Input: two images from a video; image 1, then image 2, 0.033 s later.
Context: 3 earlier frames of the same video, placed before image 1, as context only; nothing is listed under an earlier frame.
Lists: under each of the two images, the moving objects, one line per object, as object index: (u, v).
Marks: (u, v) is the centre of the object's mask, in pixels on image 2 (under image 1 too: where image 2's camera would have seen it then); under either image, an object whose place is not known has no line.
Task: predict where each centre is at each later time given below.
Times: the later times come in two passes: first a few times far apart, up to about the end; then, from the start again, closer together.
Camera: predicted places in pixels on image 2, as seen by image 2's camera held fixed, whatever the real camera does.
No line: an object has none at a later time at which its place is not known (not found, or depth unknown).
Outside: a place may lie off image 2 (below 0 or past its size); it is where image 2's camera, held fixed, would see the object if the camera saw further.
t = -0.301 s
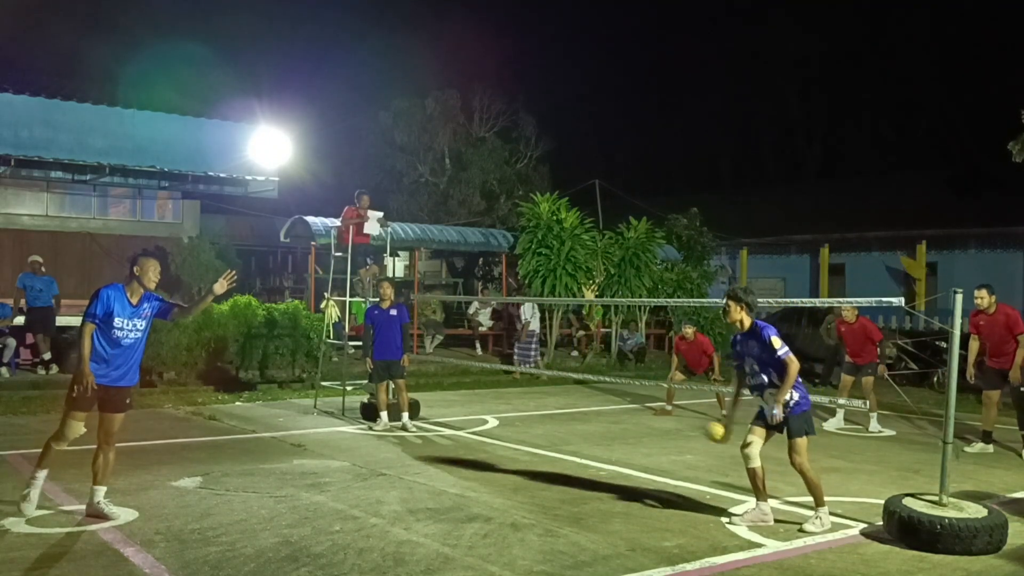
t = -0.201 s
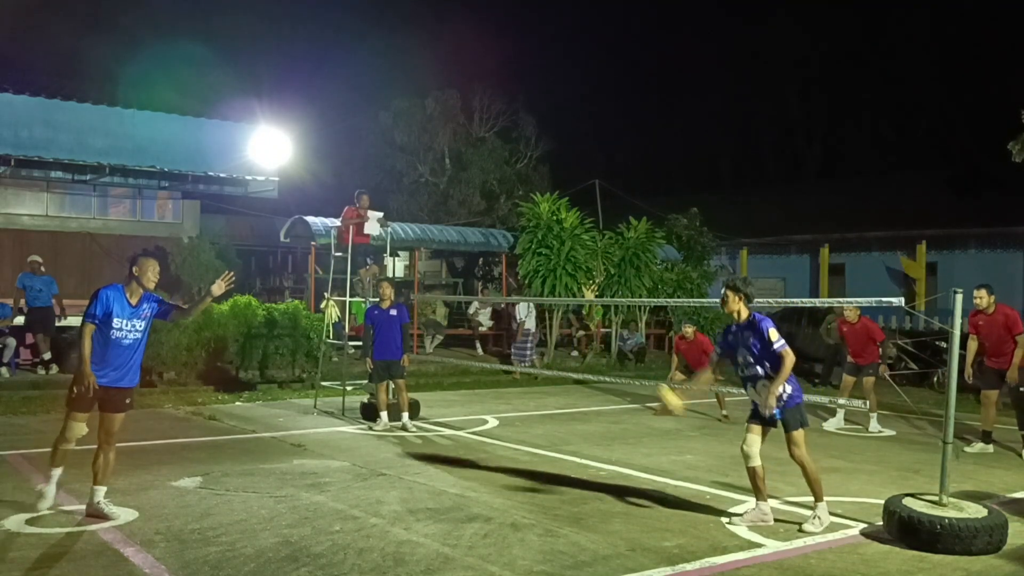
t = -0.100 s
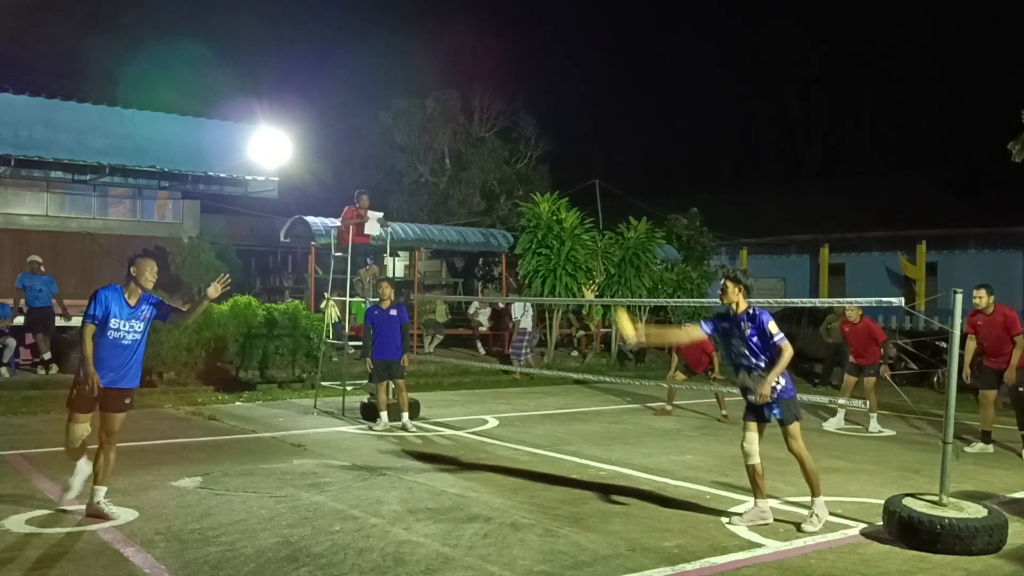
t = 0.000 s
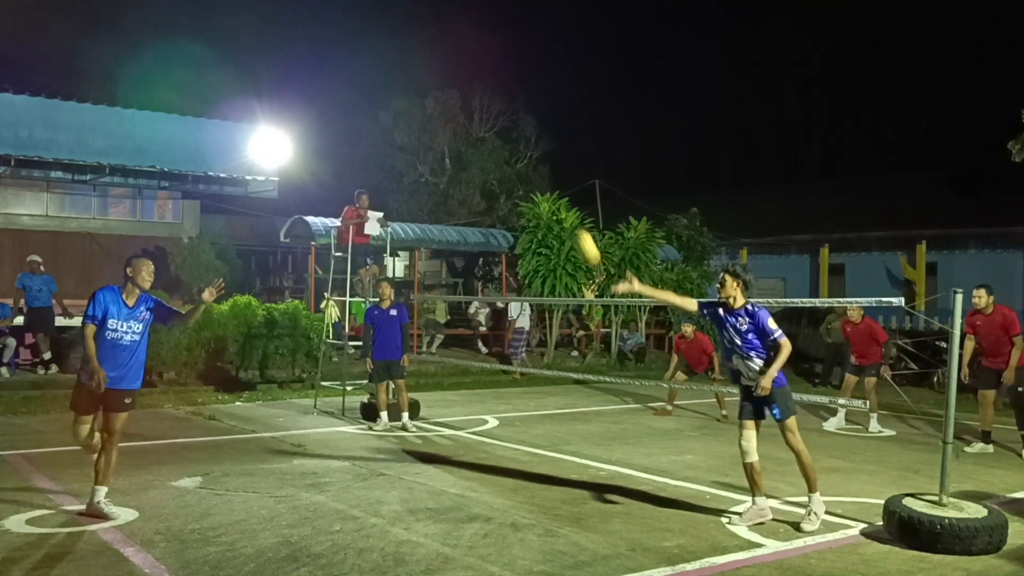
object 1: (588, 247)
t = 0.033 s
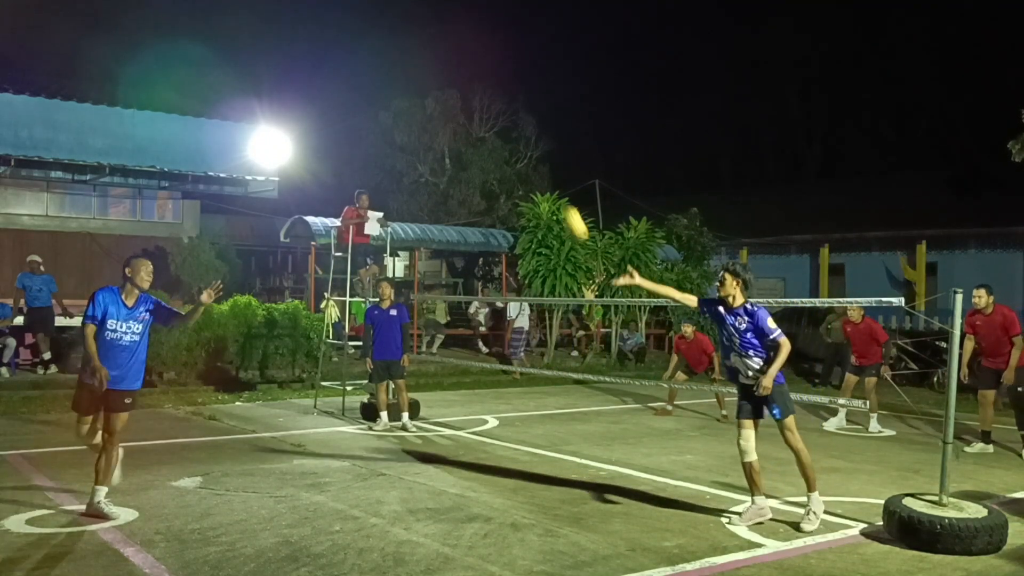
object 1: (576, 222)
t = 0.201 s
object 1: (513, 128)
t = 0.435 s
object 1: (425, 60)
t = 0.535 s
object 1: (387, 55)
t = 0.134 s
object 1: (539, 163)
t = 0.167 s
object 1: (526, 145)
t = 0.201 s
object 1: (513, 128)
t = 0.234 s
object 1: (502, 114)
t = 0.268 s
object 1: (489, 102)
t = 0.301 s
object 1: (476, 90)
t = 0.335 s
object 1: (463, 80)
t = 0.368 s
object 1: (450, 72)
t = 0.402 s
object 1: (438, 66)
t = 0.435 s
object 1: (425, 60)
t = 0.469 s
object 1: (413, 57)
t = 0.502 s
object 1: (400, 55)
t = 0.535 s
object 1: (387, 55)
